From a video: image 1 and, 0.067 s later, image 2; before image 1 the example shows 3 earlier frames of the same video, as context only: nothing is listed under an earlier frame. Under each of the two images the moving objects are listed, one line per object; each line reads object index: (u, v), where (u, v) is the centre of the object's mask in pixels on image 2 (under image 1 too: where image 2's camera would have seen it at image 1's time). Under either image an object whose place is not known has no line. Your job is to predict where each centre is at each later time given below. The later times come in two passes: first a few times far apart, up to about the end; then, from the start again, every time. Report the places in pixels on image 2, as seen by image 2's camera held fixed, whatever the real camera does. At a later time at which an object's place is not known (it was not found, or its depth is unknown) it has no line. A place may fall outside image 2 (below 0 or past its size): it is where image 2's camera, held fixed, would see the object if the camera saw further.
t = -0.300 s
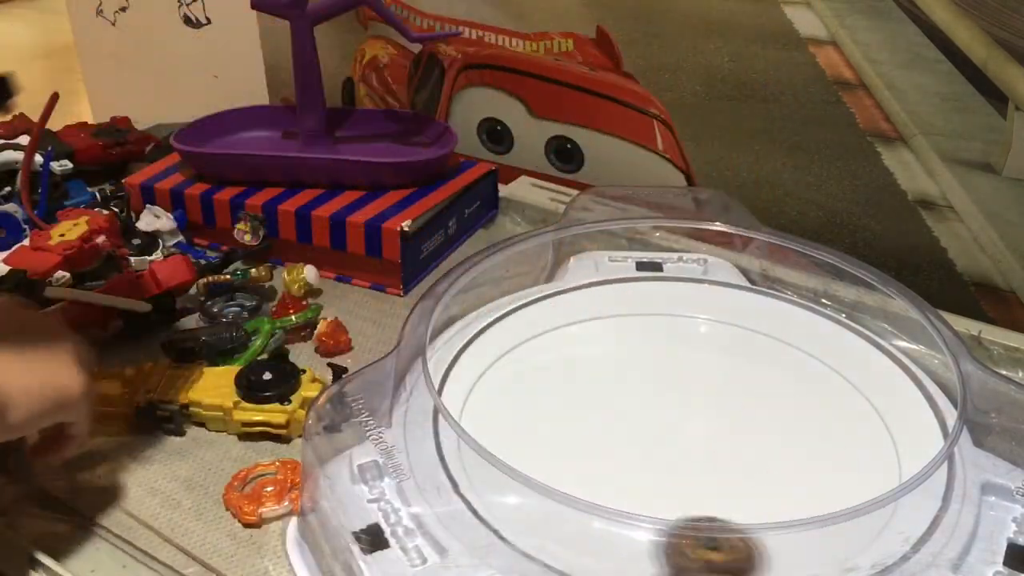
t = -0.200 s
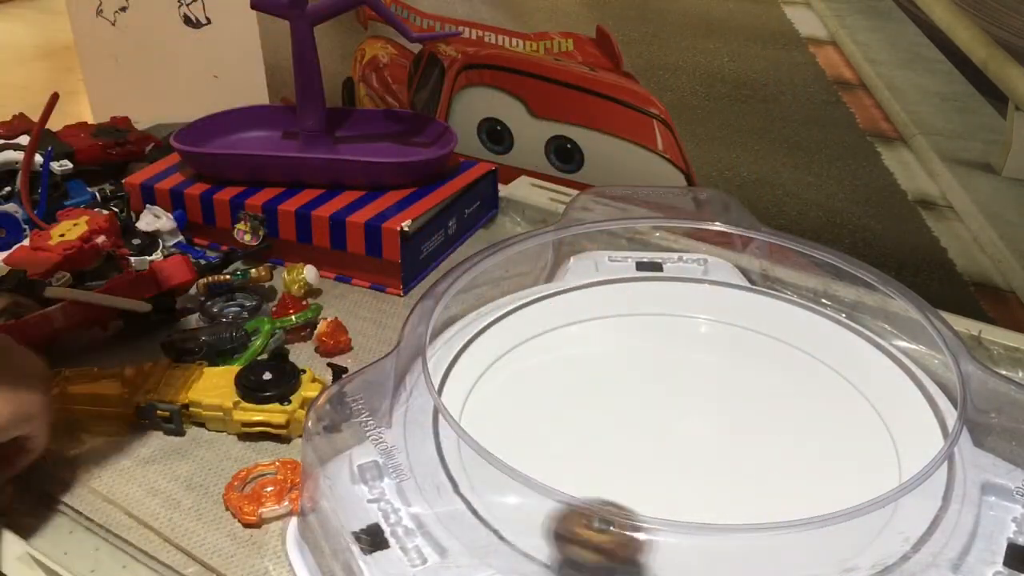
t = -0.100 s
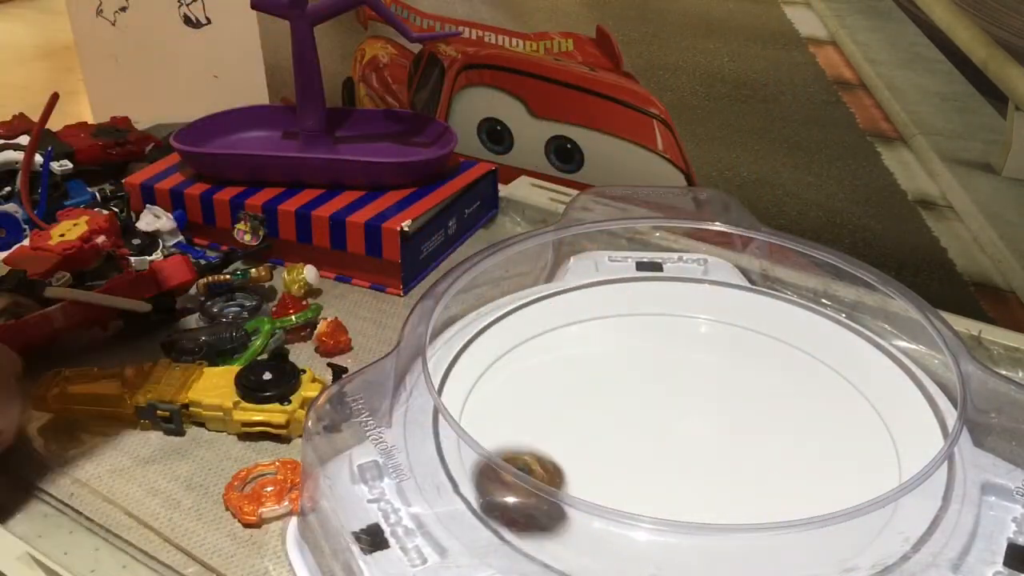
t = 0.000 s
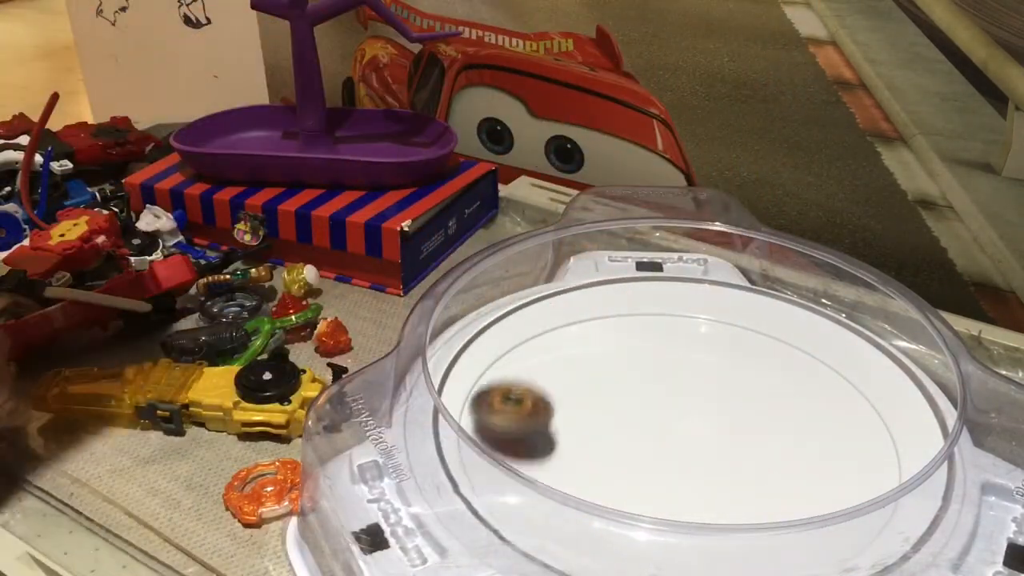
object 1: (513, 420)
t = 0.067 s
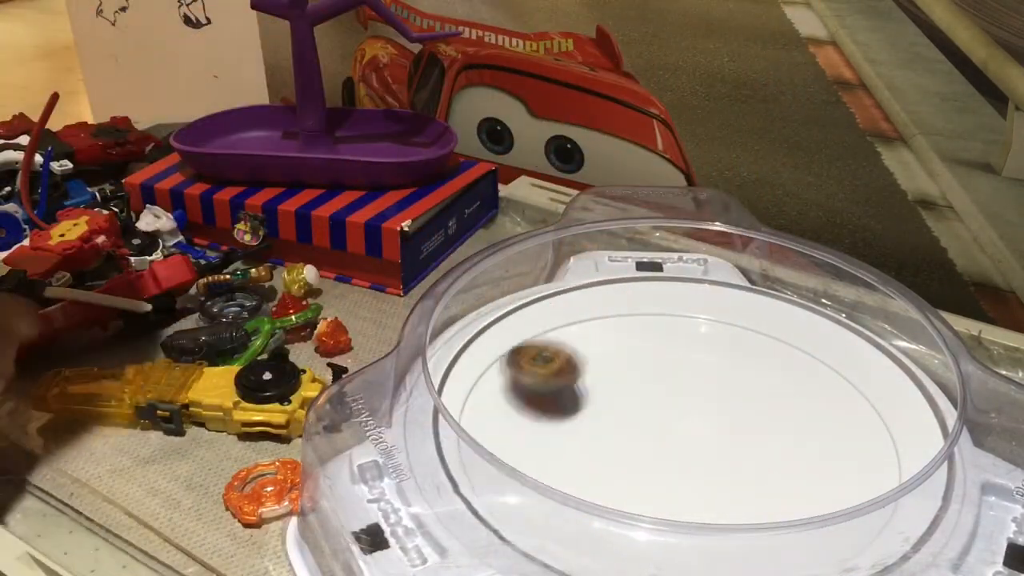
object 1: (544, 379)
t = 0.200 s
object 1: (673, 323)
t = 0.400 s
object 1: (900, 386)
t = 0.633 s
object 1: (840, 541)
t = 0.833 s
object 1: (623, 550)
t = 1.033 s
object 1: (489, 481)
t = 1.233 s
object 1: (533, 371)
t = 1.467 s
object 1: (761, 330)
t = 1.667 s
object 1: (878, 462)
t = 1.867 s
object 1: (688, 546)
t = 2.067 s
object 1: (482, 442)
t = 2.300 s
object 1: (622, 311)
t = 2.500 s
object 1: (847, 378)
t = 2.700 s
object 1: (815, 536)
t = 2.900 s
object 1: (544, 515)
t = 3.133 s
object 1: (518, 350)
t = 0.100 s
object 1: (569, 360)
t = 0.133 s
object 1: (600, 345)
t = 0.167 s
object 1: (634, 332)
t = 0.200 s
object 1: (673, 323)
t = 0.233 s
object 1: (716, 318)
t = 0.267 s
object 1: (757, 322)
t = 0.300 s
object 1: (799, 332)
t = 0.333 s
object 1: (842, 347)
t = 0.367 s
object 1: (879, 363)
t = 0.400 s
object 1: (900, 386)
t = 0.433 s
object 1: (909, 414)
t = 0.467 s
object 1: (906, 438)
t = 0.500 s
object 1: (910, 465)
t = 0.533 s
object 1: (903, 490)
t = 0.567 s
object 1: (887, 513)
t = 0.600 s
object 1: (866, 532)
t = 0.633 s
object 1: (840, 541)
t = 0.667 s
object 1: (809, 547)
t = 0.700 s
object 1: (773, 551)
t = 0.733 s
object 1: (737, 556)
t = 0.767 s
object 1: (695, 555)
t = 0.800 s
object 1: (660, 554)
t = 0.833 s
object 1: (623, 550)
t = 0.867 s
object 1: (588, 544)
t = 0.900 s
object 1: (559, 539)
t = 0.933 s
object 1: (535, 530)
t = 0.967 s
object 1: (515, 514)
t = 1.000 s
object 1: (500, 497)
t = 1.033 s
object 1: (489, 481)
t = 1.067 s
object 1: (482, 464)
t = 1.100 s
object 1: (480, 444)
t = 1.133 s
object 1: (486, 424)
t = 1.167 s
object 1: (497, 406)
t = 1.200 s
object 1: (513, 387)
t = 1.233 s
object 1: (533, 371)
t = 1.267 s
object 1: (557, 357)
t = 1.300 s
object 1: (584, 344)
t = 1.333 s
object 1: (615, 335)
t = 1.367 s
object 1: (648, 328)
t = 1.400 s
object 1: (684, 324)
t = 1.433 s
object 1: (722, 326)
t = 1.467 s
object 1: (761, 330)
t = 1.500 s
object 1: (797, 343)
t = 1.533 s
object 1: (827, 365)
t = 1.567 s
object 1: (851, 387)
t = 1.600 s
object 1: (872, 413)
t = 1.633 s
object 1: (883, 438)
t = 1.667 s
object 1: (878, 462)
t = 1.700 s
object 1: (870, 492)
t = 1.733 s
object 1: (848, 515)
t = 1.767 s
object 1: (818, 534)
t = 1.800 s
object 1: (780, 542)
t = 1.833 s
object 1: (736, 546)
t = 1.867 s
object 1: (688, 546)
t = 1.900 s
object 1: (642, 543)
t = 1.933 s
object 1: (595, 536)
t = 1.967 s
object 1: (553, 520)
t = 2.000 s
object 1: (521, 497)
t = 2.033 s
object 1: (496, 471)
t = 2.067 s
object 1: (482, 442)
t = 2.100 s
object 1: (480, 413)
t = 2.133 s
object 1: (485, 388)
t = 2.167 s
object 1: (499, 365)
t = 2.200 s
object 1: (521, 344)
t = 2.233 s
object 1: (550, 328)
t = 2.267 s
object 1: (584, 317)
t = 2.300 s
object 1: (622, 311)
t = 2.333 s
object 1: (660, 309)
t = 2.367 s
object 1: (701, 313)
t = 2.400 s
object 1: (743, 322)
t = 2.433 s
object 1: (782, 336)
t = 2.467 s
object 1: (817, 354)
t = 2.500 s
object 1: (847, 378)
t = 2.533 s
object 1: (869, 405)
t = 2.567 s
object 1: (882, 436)
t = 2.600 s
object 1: (879, 460)
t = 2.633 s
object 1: (873, 492)
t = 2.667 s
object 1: (850, 521)
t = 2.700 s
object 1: (815, 536)
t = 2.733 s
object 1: (771, 543)
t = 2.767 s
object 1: (726, 547)
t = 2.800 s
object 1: (675, 546)
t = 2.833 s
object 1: (626, 541)
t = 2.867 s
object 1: (584, 533)
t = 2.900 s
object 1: (544, 515)
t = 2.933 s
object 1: (515, 491)
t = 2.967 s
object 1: (496, 466)
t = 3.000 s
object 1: (485, 440)
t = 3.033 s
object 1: (482, 414)
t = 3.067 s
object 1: (487, 390)
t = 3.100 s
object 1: (499, 369)
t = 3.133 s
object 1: (518, 350)
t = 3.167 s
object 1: (542, 334)
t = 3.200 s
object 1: (571, 321)
